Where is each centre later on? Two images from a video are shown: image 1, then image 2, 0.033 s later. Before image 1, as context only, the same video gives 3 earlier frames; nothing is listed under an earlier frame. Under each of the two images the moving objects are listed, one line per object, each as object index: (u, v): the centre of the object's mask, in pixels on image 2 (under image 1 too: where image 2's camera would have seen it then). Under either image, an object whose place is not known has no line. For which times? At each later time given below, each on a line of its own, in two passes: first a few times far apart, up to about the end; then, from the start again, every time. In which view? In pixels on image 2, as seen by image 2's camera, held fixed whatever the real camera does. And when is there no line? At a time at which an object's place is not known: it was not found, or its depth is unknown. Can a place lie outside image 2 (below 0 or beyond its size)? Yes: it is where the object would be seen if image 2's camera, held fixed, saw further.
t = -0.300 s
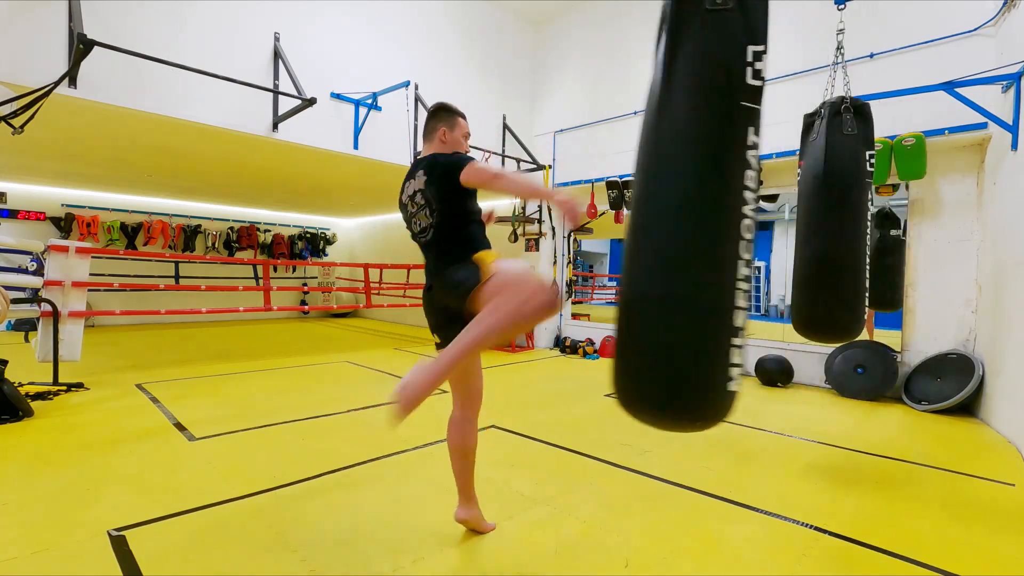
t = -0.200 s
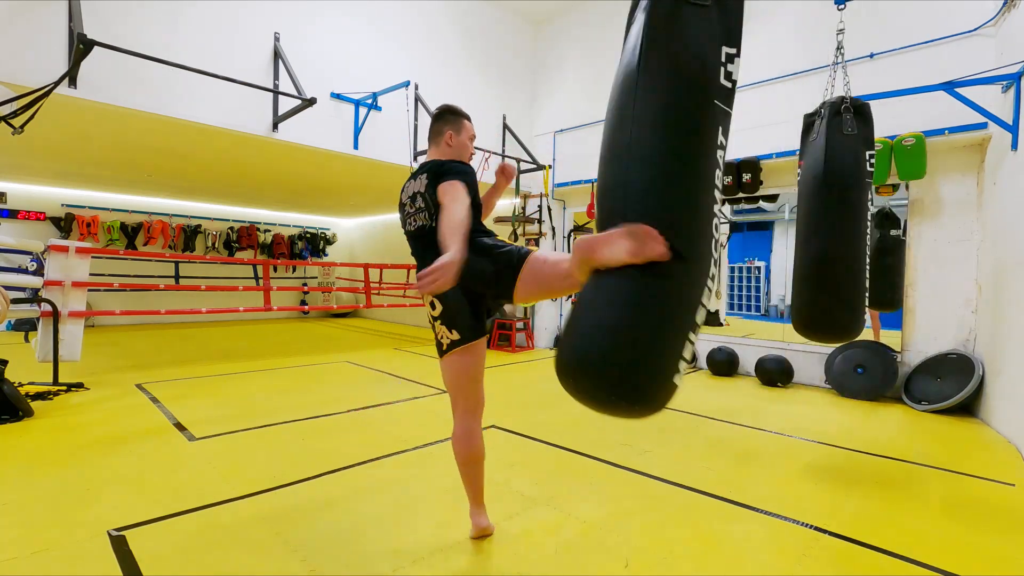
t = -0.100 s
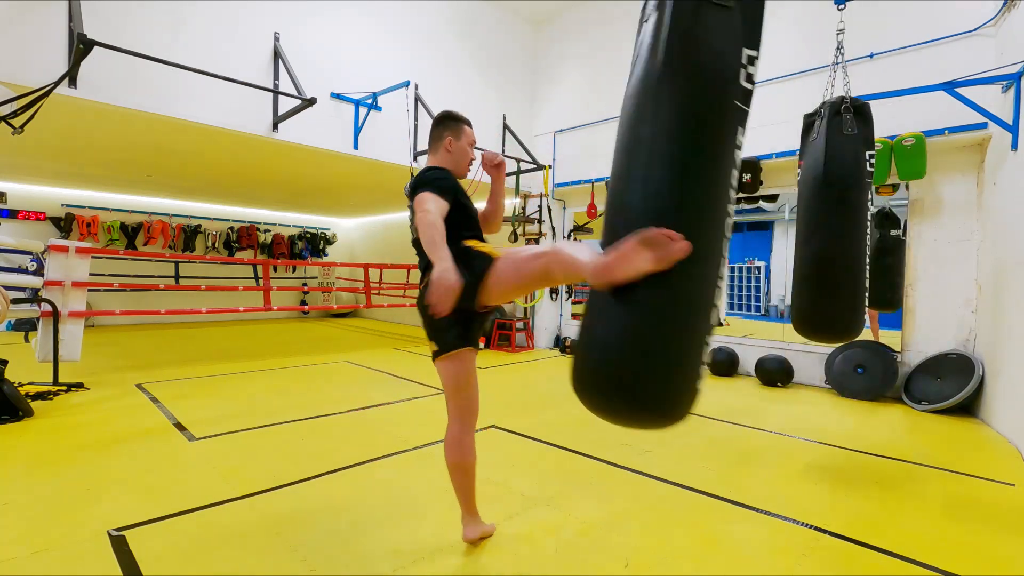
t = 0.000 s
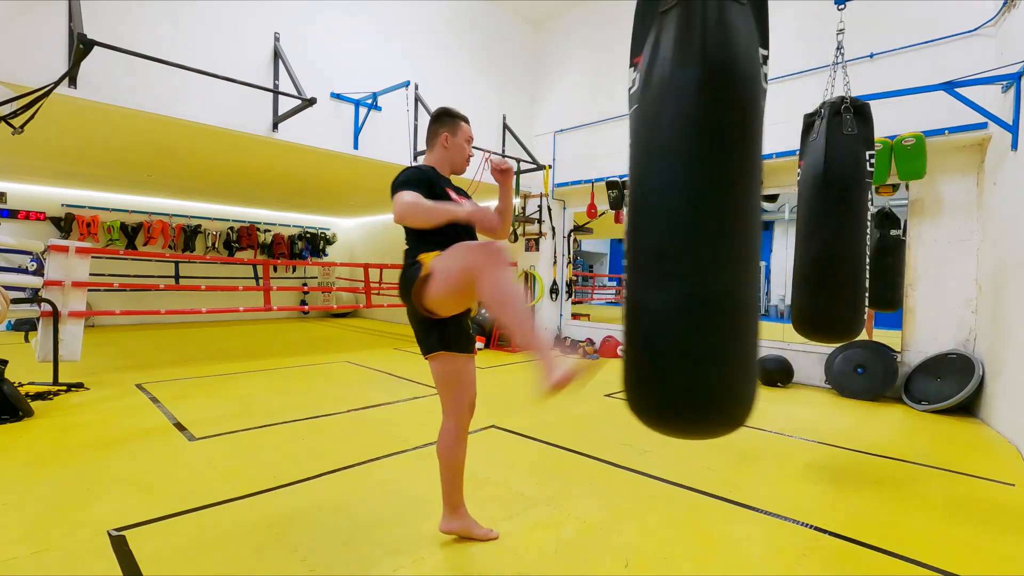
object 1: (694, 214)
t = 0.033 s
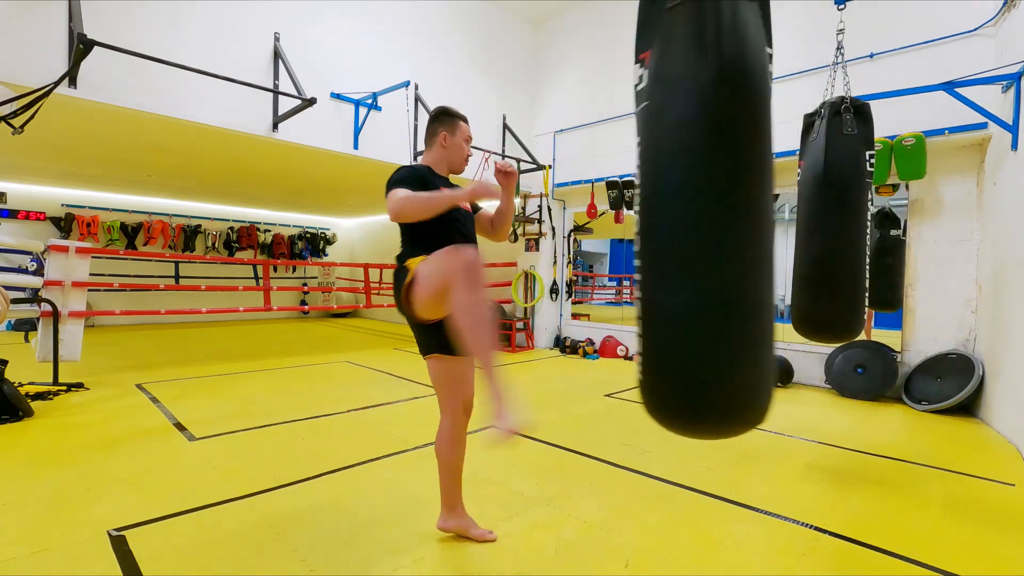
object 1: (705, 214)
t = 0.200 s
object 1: (764, 227)
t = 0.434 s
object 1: (819, 214)
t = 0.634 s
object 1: (832, 216)
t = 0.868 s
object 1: (803, 207)
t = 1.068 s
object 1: (755, 206)
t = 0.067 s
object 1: (715, 217)
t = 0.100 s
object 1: (728, 221)
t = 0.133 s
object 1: (740, 225)
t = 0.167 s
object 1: (753, 227)
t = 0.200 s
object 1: (764, 227)
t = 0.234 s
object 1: (775, 225)
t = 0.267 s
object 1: (784, 223)
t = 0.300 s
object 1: (793, 221)
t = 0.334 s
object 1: (799, 218)
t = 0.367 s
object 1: (807, 216)
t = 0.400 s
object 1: (814, 214)
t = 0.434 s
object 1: (819, 214)
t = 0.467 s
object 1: (824, 215)
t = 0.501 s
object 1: (827, 216)
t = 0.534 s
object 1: (829, 216)
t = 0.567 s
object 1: (831, 216)
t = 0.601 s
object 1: (832, 217)
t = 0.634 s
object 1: (832, 216)
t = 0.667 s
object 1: (832, 216)
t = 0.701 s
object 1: (830, 215)
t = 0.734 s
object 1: (827, 213)
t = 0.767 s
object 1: (823, 211)
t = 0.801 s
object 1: (817, 210)
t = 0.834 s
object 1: (810, 207)
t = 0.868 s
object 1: (803, 207)
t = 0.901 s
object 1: (796, 205)
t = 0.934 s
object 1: (788, 205)
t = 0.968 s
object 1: (780, 205)
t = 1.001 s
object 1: (773, 206)
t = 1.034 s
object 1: (764, 205)
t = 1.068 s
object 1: (755, 206)
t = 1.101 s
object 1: (745, 207)
